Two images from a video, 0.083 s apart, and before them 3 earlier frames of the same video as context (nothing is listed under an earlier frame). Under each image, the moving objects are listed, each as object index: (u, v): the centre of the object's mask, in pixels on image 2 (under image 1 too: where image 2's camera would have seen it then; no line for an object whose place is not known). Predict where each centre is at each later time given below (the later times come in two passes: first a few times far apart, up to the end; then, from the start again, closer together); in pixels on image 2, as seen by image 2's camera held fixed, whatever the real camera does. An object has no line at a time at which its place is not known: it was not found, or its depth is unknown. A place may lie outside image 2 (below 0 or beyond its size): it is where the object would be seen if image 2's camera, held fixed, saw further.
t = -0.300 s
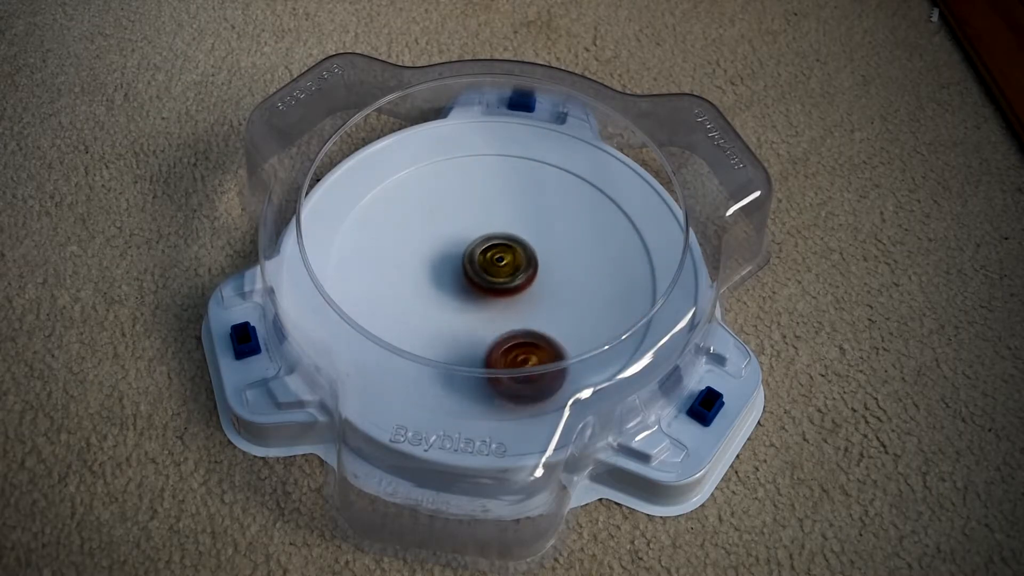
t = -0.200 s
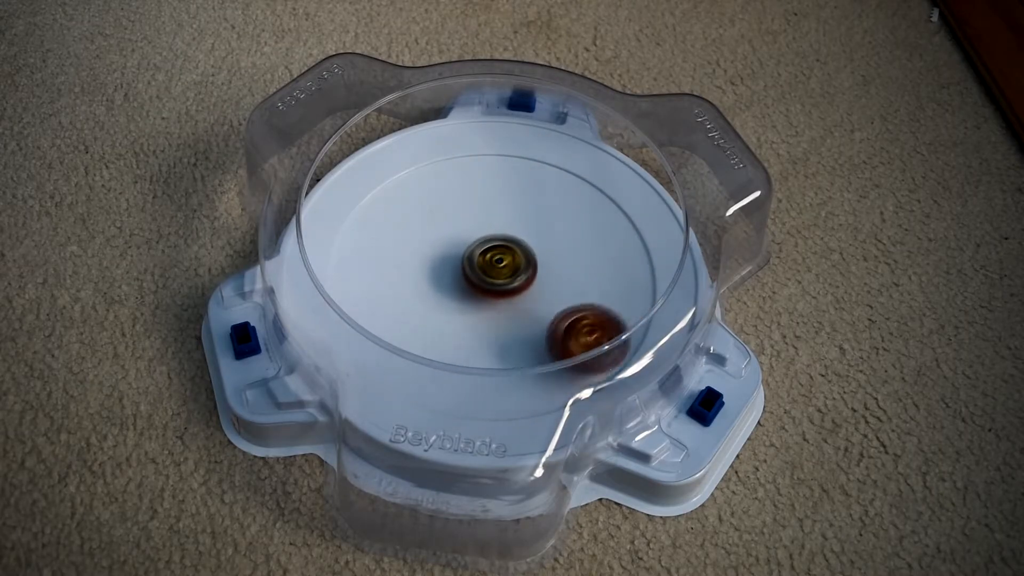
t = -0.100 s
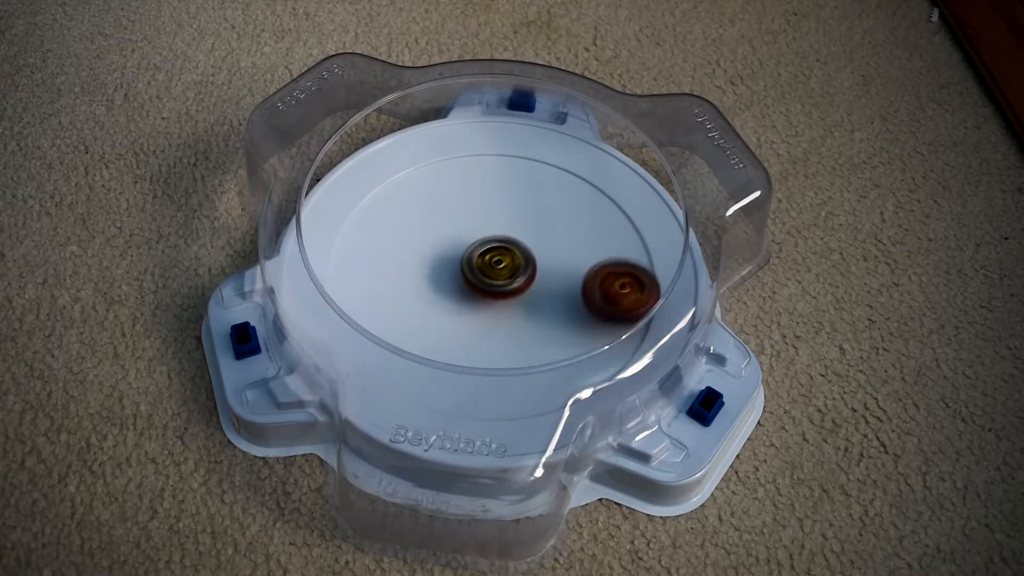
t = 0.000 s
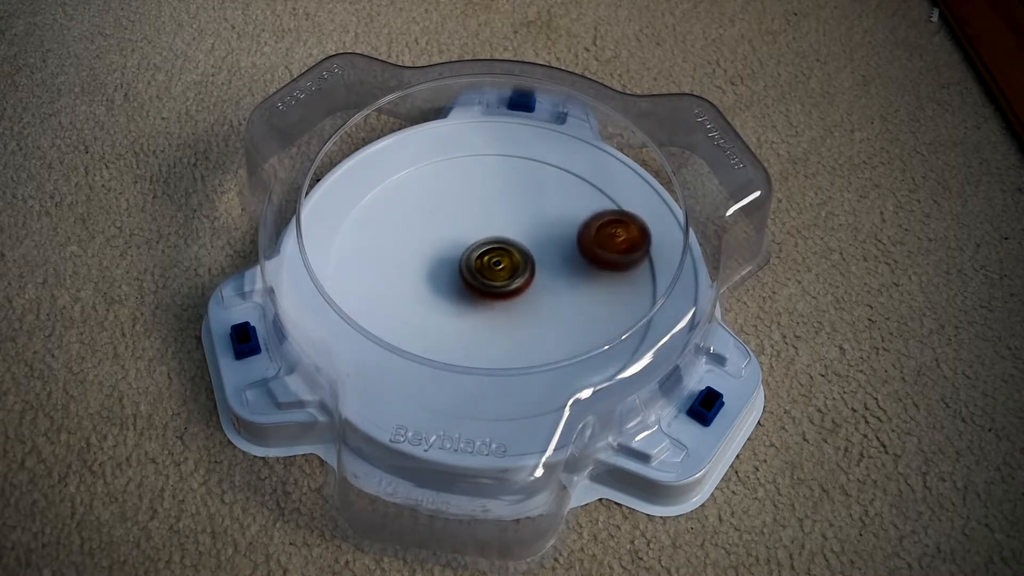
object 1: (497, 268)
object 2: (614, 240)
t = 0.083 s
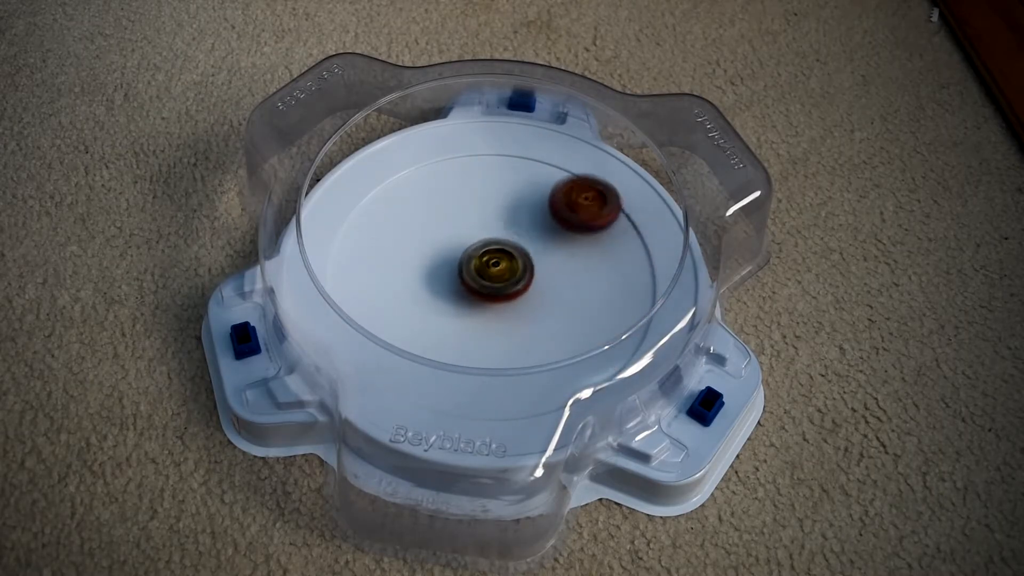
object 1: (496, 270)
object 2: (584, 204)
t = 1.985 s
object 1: (500, 265)
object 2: (510, 353)
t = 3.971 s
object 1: (494, 268)
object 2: (394, 252)
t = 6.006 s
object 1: (491, 269)
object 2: (484, 190)
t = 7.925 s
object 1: (491, 268)
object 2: (568, 287)
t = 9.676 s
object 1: (520, 203)
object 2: (461, 286)
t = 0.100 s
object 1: (495, 269)
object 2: (576, 198)
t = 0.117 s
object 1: (495, 270)
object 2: (568, 193)
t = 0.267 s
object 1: (493, 272)
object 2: (479, 175)
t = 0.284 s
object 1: (493, 272)
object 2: (469, 176)
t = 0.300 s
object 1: (492, 272)
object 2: (459, 179)
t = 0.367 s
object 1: (492, 273)
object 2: (420, 192)
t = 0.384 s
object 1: (491, 272)
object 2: (413, 196)
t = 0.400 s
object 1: (490, 273)
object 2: (405, 201)
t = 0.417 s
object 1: (491, 273)
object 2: (399, 207)
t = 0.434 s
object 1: (490, 272)
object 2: (391, 213)
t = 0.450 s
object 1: (490, 273)
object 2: (386, 220)
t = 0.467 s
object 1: (490, 273)
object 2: (380, 227)
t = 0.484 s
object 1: (489, 273)
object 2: (375, 236)
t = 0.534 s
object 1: (489, 273)
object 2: (367, 260)
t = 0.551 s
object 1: (489, 274)
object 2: (364, 269)
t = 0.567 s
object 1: (489, 273)
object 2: (366, 278)
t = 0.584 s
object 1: (488, 273)
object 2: (368, 286)
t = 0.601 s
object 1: (488, 274)
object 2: (372, 294)
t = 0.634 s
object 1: (488, 274)
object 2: (383, 309)
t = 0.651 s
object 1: (488, 274)
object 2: (390, 315)
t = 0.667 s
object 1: (488, 273)
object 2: (393, 327)
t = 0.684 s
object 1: (487, 274)
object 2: (402, 334)
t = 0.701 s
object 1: (488, 273)
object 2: (410, 341)
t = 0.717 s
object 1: (487, 273)
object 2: (420, 346)
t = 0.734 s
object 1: (487, 273)
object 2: (429, 352)
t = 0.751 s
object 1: (487, 273)
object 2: (441, 356)
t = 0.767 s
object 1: (486, 273)
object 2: (451, 358)
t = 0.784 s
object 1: (487, 273)
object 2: (464, 360)
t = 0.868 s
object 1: (486, 273)
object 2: (523, 355)
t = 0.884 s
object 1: (487, 273)
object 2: (534, 354)
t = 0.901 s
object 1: (486, 272)
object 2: (545, 348)
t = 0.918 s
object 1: (486, 273)
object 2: (550, 339)
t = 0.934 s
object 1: (487, 273)
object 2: (560, 335)
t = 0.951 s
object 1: (486, 272)
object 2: (567, 330)
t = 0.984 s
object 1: (487, 272)
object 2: (582, 318)
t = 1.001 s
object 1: (486, 272)
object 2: (590, 311)
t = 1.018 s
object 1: (487, 272)
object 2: (593, 303)
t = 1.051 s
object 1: (487, 272)
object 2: (600, 286)
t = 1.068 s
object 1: (487, 271)
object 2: (602, 279)
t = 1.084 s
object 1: (487, 271)
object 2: (603, 270)
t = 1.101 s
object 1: (487, 271)
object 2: (603, 262)
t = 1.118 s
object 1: (488, 271)
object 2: (602, 253)
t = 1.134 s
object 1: (487, 271)
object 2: (600, 246)
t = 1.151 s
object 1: (488, 271)
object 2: (598, 237)
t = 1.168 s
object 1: (488, 270)
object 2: (594, 230)
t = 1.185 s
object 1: (488, 270)
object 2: (591, 222)
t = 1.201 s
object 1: (489, 270)
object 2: (585, 216)
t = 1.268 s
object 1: (488, 269)
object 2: (559, 190)
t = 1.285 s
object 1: (489, 269)
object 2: (553, 185)
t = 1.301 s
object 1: (490, 269)
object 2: (543, 181)
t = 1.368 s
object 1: (491, 269)
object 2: (508, 170)
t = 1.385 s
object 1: (492, 269)
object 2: (500, 169)
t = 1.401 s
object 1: (491, 268)
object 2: (490, 168)
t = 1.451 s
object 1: (492, 268)
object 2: (461, 172)
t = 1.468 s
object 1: (493, 268)
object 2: (452, 174)
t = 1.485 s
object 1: (493, 267)
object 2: (443, 178)
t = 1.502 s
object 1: (493, 268)
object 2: (435, 180)
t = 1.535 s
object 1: (493, 267)
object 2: (418, 190)
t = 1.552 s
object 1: (495, 267)
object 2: (410, 196)
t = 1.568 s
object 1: (494, 267)
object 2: (405, 201)
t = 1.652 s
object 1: (496, 266)
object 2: (384, 238)
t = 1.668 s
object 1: (496, 266)
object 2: (383, 247)
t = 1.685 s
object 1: (497, 266)
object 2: (381, 255)
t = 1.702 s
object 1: (496, 266)
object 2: (382, 265)
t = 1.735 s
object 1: (498, 266)
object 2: (385, 283)
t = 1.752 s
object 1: (497, 266)
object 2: (388, 291)
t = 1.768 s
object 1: (498, 266)
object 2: (392, 300)
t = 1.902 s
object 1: (500, 265)
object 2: (457, 341)
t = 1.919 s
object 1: (499, 264)
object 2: (468, 343)
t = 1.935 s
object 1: (500, 265)
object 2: (476, 352)
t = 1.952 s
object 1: (500, 265)
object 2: (489, 346)
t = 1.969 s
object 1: (499, 265)
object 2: (498, 352)
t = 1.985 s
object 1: (500, 265)
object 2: (510, 353)
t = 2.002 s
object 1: (499, 264)
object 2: (518, 345)
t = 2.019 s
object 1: (500, 265)
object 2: (530, 343)
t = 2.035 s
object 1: (500, 265)
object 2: (539, 341)
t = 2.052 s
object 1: (499, 265)
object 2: (549, 339)
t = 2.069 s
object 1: (501, 265)
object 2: (557, 335)
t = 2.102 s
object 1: (500, 265)
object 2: (574, 327)
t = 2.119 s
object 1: (500, 265)
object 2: (583, 322)
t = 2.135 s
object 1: (500, 265)
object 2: (589, 316)
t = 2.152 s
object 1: (500, 265)
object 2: (596, 310)
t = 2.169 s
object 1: (500, 264)
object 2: (600, 303)
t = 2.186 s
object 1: (500, 265)
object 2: (605, 296)
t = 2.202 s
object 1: (500, 265)
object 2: (606, 288)
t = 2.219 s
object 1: (500, 266)
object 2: (609, 280)
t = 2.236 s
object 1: (500, 266)
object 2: (609, 272)
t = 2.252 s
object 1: (500, 265)
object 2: (609, 265)
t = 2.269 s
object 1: (500, 266)
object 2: (607, 256)
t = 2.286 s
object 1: (500, 265)
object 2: (606, 249)
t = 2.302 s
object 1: (499, 266)
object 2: (602, 241)
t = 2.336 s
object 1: (499, 265)
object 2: (593, 227)
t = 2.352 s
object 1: (499, 266)
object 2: (589, 221)
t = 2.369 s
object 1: (499, 266)
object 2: (582, 215)
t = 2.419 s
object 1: (498, 266)
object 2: (562, 200)
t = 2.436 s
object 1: (498, 267)
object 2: (553, 195)
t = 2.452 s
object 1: (498, 266)
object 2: (545, 193)
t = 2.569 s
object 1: (497, 267)
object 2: (480, 185)
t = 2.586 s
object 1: (496, 267)
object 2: (472, 186)
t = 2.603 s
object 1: (496, 268)
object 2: (462, 188)
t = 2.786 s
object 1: (493, 268)
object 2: (389, 242)
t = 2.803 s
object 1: (493, 269)
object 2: (385, 248)
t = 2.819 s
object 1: (493, 269)
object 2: (383, 257)
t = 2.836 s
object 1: (492, 269)
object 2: (381, 264)
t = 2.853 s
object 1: (492, 269)
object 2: (381, 273)
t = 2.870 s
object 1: (491, 269)
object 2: (382, 280)
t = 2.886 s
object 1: (492, 269)
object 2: (383, 289)
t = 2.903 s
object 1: (492, 269)
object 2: (386, 296)
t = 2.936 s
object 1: (491, 269)
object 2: (395, 309)
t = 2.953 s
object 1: (490, 269)
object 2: (401, 316)
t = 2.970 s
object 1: (491, 270)
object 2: (408, 321)
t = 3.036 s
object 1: (489, 270)
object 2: (441, 338)
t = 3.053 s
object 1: (490, 270)
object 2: (451, 347)
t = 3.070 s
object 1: (489, 270)
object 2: (460, 349)
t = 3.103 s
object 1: (490, 270)
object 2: (480, 352)
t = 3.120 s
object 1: (489, 270)
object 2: (492, 353)
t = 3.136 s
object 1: (489, 270)
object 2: (500, 345)
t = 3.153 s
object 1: (488, 270)
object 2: (511, 344)
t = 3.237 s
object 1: (488, 271)
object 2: (555, 330)
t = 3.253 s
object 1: (488, 271)
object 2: (564, 325)
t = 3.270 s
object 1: (487, 270)
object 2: (568, 319)
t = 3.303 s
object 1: (488, 270)
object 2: (578, 306)
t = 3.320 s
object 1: (487, 271)
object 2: (583, 298)
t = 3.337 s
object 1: (488, 271)
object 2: (585, 291)
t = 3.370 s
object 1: (488, 271)
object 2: (588, 276)
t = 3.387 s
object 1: (487, 270)
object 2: (590, 268)
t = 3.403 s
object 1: (488, 271)
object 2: (589, 261)
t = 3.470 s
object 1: (487, 270)
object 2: (580, 233)
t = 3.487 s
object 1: (488, 271)
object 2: (577, 226)
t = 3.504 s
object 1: (488, 270)
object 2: (572, 220)
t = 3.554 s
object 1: (488, 270)
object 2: (556, 203)
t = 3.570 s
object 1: (489, 271)
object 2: (550, 199)
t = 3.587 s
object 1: (488, 270)
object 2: (542, 194)
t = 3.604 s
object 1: (489, 270)
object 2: (536, 191)
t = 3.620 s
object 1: (488, 269)
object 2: (527, 187)
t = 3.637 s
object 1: (489, 270)
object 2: (520, 186)
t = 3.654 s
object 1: (489, 270)
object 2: (511, 183)
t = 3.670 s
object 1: (489, 270)
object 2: (504, 182)
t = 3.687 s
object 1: (490, 270)
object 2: (494, 181)
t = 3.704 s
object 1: (489, 270)
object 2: (487, 181)
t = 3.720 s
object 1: (491, 270)
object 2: (478, 181)
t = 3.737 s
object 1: (490, 270)
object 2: (471, 182)
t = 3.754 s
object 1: (490, 270)
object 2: (461, 183)
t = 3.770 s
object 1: (491, 269)
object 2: (454, 185)
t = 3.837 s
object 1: (492, 270)
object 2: (425, 200)
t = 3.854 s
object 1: (492, 269)
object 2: (419, 206)
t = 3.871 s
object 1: (492, 270)
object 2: (414, 210)
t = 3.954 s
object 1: (495, 269)
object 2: (396, 246)
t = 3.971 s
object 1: (494, 268)
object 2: (394, 252)
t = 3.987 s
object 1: (495, 269)
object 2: (395, 261)
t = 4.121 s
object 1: (496, 267)
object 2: (424, 317)
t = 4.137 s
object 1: (498, 267)
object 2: (430, 323)
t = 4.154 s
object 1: (497, 267)
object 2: (439, 327)
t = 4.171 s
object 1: (497, 268)
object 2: (447, 330)
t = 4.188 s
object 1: (498, 267)
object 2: (456, 334)
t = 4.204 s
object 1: (497, 267)
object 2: (464, 336)
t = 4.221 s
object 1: (498, 267)
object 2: (474, 338)
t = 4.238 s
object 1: (498, 267)
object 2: (483, 340)
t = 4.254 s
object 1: (498, 267)
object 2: (493, 340)
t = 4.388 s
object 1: (498, 267)
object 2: (561, 326)
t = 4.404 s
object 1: (500, 267)
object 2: (570, 322)
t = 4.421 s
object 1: (499, 266)
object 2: (574, 317)
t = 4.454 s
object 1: (499, 266)
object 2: (584, 305)
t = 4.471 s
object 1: (499, 267)
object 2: (589, 298)
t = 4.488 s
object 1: (499, 266)
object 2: (592, 292)
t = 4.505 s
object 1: (499, 267)
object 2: (594, 284)
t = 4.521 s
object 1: (500, 266)
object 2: (595, 278)
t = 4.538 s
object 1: (499, 267)
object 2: (595, 270)
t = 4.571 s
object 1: (499, 266)
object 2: (593, 256)
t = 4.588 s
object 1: (500, 266)
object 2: (592, 250)
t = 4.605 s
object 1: (499, 266)
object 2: (588, 243)
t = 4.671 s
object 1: (499, 266)
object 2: (570, 221)
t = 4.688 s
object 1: (498, 267)
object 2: (565, 215)
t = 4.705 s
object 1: (499, 267)
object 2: (559, 212)
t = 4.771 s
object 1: (498, 267)
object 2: (529, 198)
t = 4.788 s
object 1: (497, 266)
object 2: (519, 196)
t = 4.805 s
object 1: (498, 267)
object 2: (512, 195)
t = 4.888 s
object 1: (497, 267)
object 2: (471, 197)
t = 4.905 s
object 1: (496, 267)
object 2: (462, 198)
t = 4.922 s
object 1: (497, 267)
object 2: (455, 201)
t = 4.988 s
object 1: (496, 267)
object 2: (428, 214)
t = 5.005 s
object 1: (495, 267)
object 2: (421, 219)
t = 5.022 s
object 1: (495, 267)
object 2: (416, 224)
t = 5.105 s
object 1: (494, 268)
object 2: (397, 256)
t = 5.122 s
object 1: (493, 267)
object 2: (395, 261)
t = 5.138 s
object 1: (494, 268)
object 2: (395, 268)
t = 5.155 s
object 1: (493, 267)
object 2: (394, 274)
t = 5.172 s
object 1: (493, 268)
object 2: (396, 282)
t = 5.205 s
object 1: (492, 268)
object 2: (401, 295)
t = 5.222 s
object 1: (492, 267)
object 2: (402, 303)
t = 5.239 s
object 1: (492, 268)
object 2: (408, 309)
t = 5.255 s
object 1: (492, 267)
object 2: (413, 315)
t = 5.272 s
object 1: (491, 268)
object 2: (419, 319)
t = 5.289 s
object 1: (492, 267)
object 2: (426, 325)
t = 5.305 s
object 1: (491, 268)
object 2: (432, 328)
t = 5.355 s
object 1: (491, 268)
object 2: (458, 337)
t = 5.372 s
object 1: (490, 268)
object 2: (466, 339)
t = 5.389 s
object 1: (490, 269)
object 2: (476, 340)
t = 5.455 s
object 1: (490, 269)
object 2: (512, 338)
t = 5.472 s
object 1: (490, 268)
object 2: (521, 337)
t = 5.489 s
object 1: (489, 269)
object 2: (528, 334)
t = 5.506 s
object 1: (490, 268)
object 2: (538, 332)
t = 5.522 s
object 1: (489, 269)
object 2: (544, 328)
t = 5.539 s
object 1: (490, 268)
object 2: (552, 323)
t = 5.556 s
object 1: (489, 269)
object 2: (557, 318)
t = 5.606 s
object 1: (490, 269)
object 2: (571, 298)
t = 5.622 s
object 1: (489, 269)
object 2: (575, 293)
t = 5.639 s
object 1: (490, 269)
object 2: (576, 286)
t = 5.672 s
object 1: (490, 269)
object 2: (579, 273)
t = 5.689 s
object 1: (489, 268)
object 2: (580, 266)
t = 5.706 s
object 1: (490, 269)
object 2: (579, 260)
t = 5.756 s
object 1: (489, 268)
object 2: (573, 239)
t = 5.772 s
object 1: (489, 269)
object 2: (571, 234)
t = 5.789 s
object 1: (489, 268)
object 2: (566, 228)
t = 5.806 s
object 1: (489, 269)
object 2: (564, 222)
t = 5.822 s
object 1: (490, 268)
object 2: (558, 218)
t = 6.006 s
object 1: (491, 269)
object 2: (484, 190)
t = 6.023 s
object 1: (492, 269)
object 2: (475, 189)
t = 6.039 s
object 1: (491, 268)
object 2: (469, 191)
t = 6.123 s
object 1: (493, 269)
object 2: (434, 207)
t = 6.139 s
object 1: (492, 268)
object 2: (428, 210)
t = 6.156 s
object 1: (493, 269)
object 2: (424, 215)
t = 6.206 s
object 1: (493, 268)
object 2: (411, 233)
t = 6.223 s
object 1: (493, 268)
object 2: (409, 239)
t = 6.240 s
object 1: (494, 268)
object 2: (407, 247)
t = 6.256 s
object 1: (494, 269)
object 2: (405, 252)
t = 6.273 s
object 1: (495, 268)
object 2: (406, 260)
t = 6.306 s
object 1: (495, 267)
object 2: (407, 273)
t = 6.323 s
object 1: (495, 268)
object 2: (408, 281)
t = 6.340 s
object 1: (496, 268)
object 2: (412, 287)
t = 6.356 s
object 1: (495, 269)
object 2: (415, 294)
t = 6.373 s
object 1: (496, 268)
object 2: (418, 299)
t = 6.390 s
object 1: (495, 268)
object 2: (424, 306)
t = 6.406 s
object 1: (497, 267)
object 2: (428, 311)
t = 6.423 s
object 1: (496, 268)
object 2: (435, 317)
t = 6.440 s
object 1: (497, 268)
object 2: (441, 321)
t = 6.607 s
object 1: (497, 268)
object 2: (523, 334)
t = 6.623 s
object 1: (496, 268)
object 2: (531, 333)
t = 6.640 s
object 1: (497, 269)
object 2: (538, 330)
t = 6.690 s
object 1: (497, 268)
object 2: (560, 320)
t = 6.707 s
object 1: (498, 269)
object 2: (566, 316)
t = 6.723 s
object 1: (497, 268)
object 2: (570, 309)
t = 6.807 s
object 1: (498, 268)
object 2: (584, 280)
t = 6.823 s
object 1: (497, 267)
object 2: (585, 274)
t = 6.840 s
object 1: (498, 269)
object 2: (584, 267)
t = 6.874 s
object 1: (497, 268)
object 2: (581, 255)
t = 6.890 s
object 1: (497, 267)
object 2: (580, 248)
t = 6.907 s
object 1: (497, 268)
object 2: (577, 244)
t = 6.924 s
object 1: (497, 268)
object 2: (573, 237)
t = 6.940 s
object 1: (497, 269)
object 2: (569, 233)
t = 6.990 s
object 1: (496, 268)
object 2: (552, 219)
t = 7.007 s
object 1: (496, 269)
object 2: (547, 215)
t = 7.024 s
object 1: (495, 268)
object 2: (540, 212)
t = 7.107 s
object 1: (495, 269)
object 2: (503, 203)
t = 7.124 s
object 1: (494, 268)
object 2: (496, 201)
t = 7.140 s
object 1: (495, 268)
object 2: (489, 202)
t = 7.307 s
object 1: (493, 268)
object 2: (423, 228)
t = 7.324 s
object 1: (493, 267)
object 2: (418, 231)
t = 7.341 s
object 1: (493, 268)
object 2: (416, 236)
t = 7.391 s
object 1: (492, 267)
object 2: (406, 254)
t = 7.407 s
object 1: (493, 268)
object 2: (404, 259)
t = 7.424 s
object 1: (491, 268)
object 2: (404, 266)
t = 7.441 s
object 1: (492, 268)
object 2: (403, 271)
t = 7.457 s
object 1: (490, 268)
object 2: (405, 278)
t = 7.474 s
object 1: (492, 268)
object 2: (405, 284)
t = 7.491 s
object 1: (491, 267)
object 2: (408, 290)
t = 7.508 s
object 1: (492, 268)
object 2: (411, 298)
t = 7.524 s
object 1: (490, 268)
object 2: (414, 302)
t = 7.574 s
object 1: (491, 268)
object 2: (431, 318)
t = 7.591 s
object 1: (490, 268)
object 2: (437, 323)
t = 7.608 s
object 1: (491, 268)
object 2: (444, 325)
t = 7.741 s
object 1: (491, 268)
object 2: (510, 333)
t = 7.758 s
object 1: (490, 269)
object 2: (517, 332)
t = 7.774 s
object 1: (491, 268)
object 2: (526, 328)
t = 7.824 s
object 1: (491, 268)
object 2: (545, 317)
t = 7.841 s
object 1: (491, 268)
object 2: (550, 314)
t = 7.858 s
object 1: (490, 268)
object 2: (555, 308)
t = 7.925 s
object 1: (491, 268)
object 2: (568, 287)
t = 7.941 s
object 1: (491, 267)
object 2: (571, 280)
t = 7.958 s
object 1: (491, 267)
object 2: (572, 275)
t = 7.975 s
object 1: (491, 267)
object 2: (571, 268)
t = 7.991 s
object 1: (492, 268)
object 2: (572, 262)
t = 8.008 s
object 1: (491, 267)
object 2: (571, 257)
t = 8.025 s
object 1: (492, 268)
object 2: (570, 250)
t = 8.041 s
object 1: (491, 266)
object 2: (569, 245)
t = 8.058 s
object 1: (492, 267)
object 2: (565, 238)
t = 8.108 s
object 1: (491, 267)
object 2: (556, 223)
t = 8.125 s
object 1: (493, 268)
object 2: (552, 219)
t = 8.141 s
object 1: (492, 268)
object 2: (545, 214)
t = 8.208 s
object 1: (492, 268)
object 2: (522, 203)
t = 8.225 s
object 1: (494, 268)
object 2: (514, 200)
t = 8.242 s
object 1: (493, 268)
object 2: (509, 199)
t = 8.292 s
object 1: (493, 267)
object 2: (488, 199)
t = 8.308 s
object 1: (493, 267)
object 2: (480, 199)
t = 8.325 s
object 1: (494, 267)
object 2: (474, 200)
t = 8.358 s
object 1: (494, 267)
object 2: (460, 204)
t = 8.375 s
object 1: (494, 267)
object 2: (455, 207)
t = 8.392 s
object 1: (495, 267)
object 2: (448, 210)
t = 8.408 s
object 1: (495, 267)
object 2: (443, 214)
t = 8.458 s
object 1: (494, 267)
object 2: (430, 227)
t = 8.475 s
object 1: (495, 268)
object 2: (425, 233)
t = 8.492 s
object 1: (494, 268)
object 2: (424, 238)
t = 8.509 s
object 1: (495, 268)
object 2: (421, 245)
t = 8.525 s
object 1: (494, 268)
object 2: (419, 249)
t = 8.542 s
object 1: (499, 270)
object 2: (414, 253)
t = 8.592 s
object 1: (508, 272)
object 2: (404, 268)
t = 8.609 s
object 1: (511, 272)
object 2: (401, 271)
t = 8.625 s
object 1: (511, 272)
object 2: (401, 276)
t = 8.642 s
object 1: (512, 271)
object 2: (399, 282)
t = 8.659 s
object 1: (512, 272)
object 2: (400, 286)
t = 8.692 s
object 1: (513, 272)
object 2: (400, 295)
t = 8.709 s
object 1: (513, 271)
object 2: (404, 300)
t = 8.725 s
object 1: (514, 272)
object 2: (404, 307)
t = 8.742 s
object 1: (513, 272)
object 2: (407, 310)
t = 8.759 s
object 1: (514, 273)
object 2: (412, 314)
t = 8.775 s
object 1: (514, 273)
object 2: (415, 318)
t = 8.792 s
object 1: (515, 273)
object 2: (421, 321)
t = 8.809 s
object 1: (514, 273)
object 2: (426, 325)
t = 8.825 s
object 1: (516, 273)
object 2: (431, 326)
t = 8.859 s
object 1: (516, 273)
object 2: (445, 331)
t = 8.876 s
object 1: (515, 274)
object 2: (452, 332)
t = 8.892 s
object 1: (515, 273)
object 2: (459, 334)
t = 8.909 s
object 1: (515, 274)
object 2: (465, 333)
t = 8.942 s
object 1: (515, 274)
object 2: (481, 333)
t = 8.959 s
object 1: (515, 273)
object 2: (487, 331)
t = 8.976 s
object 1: (518, 271)
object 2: (489, 333)
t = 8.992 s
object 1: (521, 266)
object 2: (494, 337)
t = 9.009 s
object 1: (524, 260)
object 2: (495, 339)
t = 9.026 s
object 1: (525, 256)
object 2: (499, 341)
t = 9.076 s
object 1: (529, 246)
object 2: (508, 343)
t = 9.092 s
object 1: (530, 246)
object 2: (511, 344)
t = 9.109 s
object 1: (529, 244)
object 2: (516, 344)
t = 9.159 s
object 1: (529, 244)
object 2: (527, 342)
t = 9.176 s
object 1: (527, 244)
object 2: (530, 341)
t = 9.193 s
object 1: (527, 242)
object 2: (532, 340)
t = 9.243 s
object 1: (526, 242)
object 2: (539, 333)
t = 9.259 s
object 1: (525, 242)
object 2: (542, 329)
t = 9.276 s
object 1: (526, 242)
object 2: (542, 326)
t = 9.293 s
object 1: (524, 242)
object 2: (541, 320)
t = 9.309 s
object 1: (524, 241)
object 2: (542, 316)
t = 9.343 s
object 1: (524, 240)
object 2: (538, 306)
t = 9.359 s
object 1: (524, 240)
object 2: (538, 303)
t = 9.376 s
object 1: (523, 236)
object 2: (535, 302)
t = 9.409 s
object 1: (521, 229)
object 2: (530, 299)
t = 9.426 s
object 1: (521, 226)
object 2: (527, 297)
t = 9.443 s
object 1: (519, 224)
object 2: (523, 294)
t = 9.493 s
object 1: (517, 221)
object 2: (512, 287)
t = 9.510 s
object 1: (517, 222)
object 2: (510, 286)
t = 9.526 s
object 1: (515, 221)
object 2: (506, 284)
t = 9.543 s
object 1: (516, 220)
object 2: (500, 281)
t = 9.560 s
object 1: (516, 217)
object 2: (496, 281)
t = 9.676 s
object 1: (520, 203)
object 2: (461, 286)
